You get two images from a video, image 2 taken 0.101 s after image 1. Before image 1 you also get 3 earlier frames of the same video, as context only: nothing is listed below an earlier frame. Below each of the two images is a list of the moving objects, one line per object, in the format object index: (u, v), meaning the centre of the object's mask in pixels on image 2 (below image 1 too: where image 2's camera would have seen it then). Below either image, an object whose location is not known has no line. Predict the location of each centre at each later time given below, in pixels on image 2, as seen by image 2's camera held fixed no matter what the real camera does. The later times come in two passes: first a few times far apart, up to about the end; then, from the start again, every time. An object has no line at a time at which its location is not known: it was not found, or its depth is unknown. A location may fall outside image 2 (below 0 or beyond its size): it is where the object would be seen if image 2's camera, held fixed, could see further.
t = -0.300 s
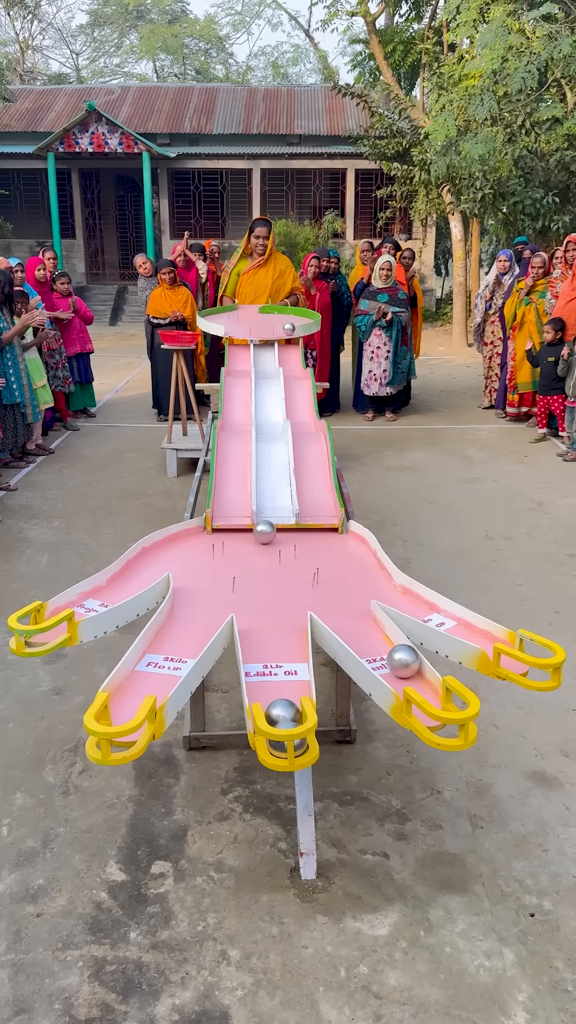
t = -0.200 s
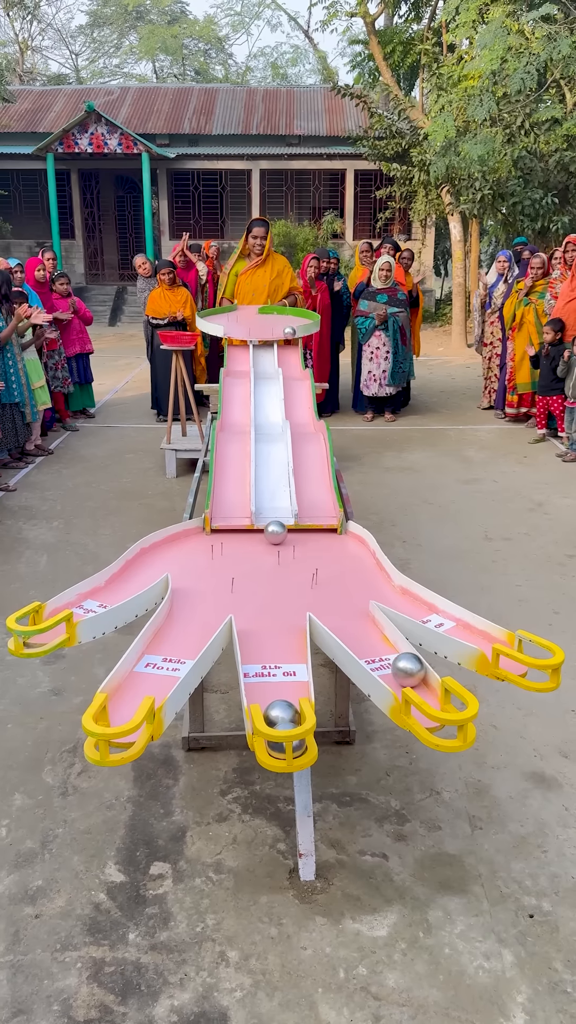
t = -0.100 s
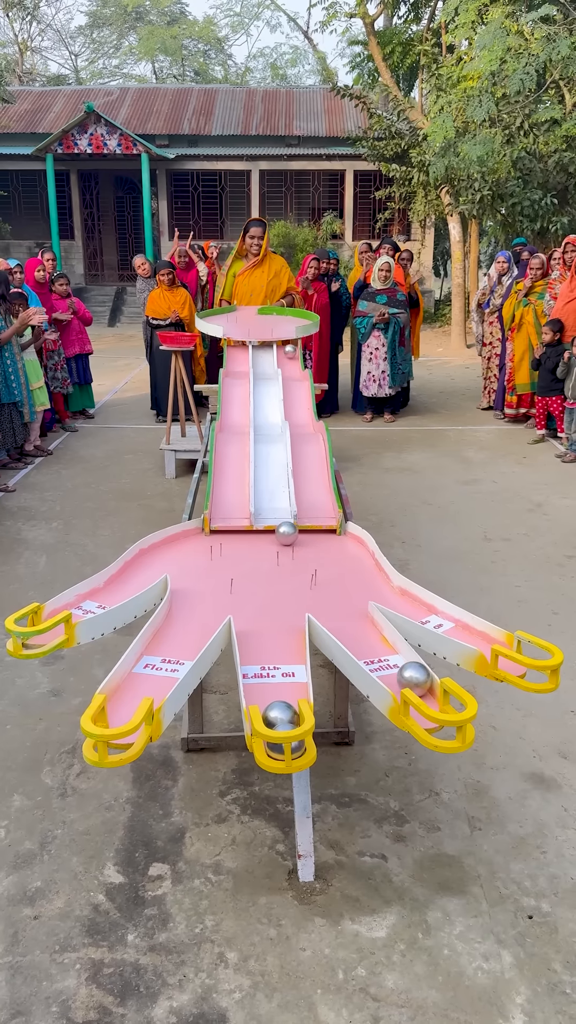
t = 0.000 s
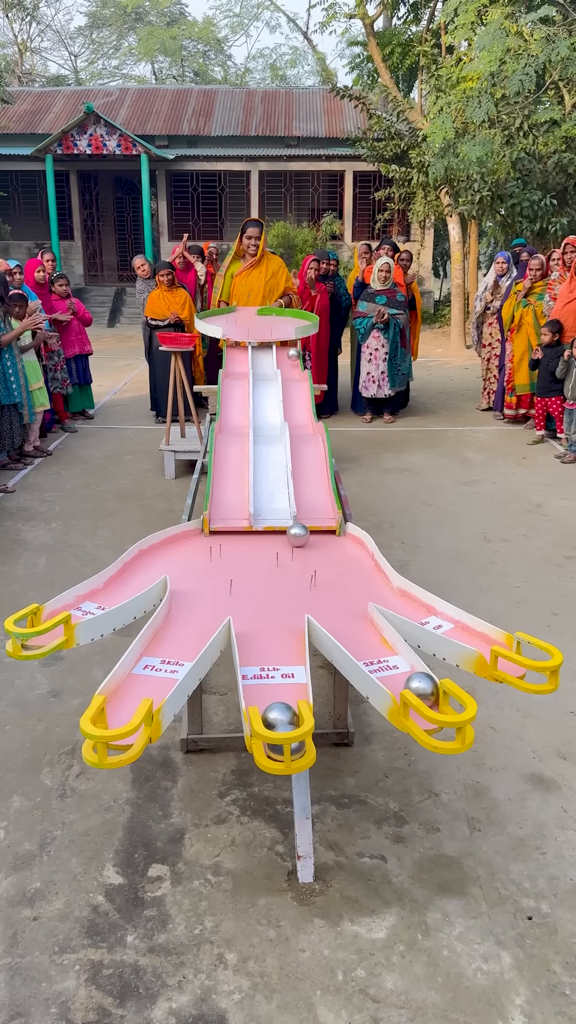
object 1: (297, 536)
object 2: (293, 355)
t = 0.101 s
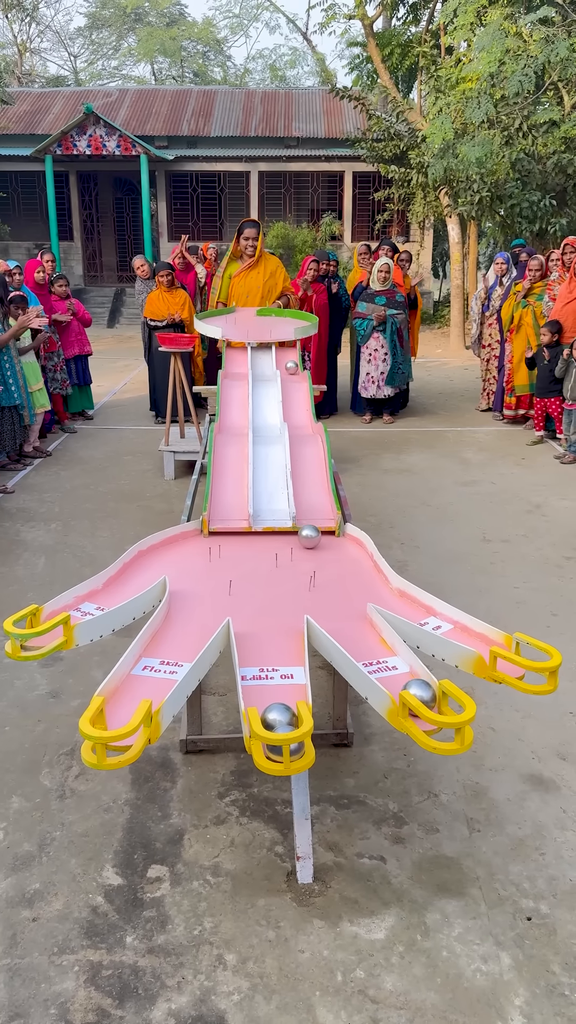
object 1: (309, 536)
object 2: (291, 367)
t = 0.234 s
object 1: (325, 538)
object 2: (291, 373)
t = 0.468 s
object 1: (355, 543)
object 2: (293, 373)
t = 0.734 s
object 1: (357, 555)
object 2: (298, 374)
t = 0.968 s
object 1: (358, 567)
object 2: (300, 382)
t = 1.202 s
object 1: (362, 582)
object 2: (302, 405)
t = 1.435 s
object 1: (366, 596)
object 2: (305, 425)
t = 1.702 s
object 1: (363, 594)
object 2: (311, 427)
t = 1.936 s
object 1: (364, 594)
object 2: (316, 452)
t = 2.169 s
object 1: (367, 595)
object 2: (322, 499)
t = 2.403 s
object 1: (372, 597)
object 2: (332, 551)
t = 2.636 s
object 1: (380, 598)
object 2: (351, 611)
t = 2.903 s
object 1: (390, 601)
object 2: (412, 686)
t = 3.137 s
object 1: (400, 606)
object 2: (415, 689)
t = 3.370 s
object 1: (415, 613)
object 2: (428, 695)
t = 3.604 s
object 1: (436, 622)
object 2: (427, 695)
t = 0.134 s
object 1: (313, 537)
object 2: (291, 369)
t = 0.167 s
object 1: (317, 537)
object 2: (291, 371)
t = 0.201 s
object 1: (321, 538)
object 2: (291, 372)
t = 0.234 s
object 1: (325, 538)
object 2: (291, 373)
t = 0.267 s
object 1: (329, 539)
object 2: (292, 374)
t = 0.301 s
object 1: (334, 539)
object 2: (292, 374)
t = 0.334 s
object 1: (338, 540)
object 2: (292, 374)
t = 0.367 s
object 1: (342, 540)
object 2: (292, 374)
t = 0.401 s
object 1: (346, 541)
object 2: (292, 374)
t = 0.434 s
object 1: (350, 542)
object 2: (293, 373)
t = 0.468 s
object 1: (355, 543)
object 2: (293, 373)
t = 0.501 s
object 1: (358, 544)
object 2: (294, 373)
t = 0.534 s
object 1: (357, 545)
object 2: (294, 372)
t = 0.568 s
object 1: (356, 547)
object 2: (295, 372)
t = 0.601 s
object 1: (356, 548)
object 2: (296, 372)
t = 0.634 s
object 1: (356, 550)
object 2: (297, 373)
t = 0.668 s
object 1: (357, 551)
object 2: (298, 373)
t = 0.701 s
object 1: (357, 553)
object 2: (298, 373)
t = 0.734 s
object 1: (357, 555)
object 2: (298, 374)
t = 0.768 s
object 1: (357, 556)
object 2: (298, 374)
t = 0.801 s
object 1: (357, 558)
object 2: (299, 375)
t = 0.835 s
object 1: (357, 560)
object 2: (299, 375)
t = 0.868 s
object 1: (358, 562)
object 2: (299, 377)
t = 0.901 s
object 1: (358, 564)
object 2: (299, 378)
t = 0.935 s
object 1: (358, 565)
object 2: (300, 380)
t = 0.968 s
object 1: (358, 567)
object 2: (300, 382)
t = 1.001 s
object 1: (358, 569)
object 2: (300, 384)
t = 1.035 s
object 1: (359, 571)
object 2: (300, 387)
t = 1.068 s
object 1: (359, 573)
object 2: (301, 390)
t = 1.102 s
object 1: (360, 576)
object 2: (301, 393)
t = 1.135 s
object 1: (361, 578)
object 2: (301, 397)
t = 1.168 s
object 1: (361, 580)
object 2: (302, 401)
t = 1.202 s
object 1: (362, 582)
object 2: (302, 405)
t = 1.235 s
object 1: (362, 584)
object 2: (302, 410)
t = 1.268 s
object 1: (363, 587)
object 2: (303, 414)
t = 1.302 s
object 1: (364, 589)
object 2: (303, 418)
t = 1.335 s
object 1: (364, 592)
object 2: (304, 421)
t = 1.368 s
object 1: (365, 594)
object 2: (304, 423)
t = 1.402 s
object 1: (366, 596)
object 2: (305, 424)
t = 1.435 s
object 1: (366, 596)
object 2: (305, 425)
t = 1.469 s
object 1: (365, 596)
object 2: (306, 425)
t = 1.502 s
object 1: (364, 595)
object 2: (306, 425)
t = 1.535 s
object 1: (363, 595)
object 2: (307, 425)
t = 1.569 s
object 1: (363, 594)
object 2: (308, 424)
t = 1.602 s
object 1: (363, 594)
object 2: (308, 424)
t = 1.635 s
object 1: (363, 594)
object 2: (309, 425)
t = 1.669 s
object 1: (363, 594)
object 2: (310, 425)
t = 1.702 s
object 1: (363, 594)
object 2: (311, 427)
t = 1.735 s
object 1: (363, 594)
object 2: (311, 429)
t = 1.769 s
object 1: (363, 594)
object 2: (313, 431)
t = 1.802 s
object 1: (363, 594)
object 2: (314, 433)
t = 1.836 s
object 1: (363, 593)
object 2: (314, 437)
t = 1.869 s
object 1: (363, 594)
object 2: (315, 441)
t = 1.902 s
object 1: (364, 594)
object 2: (315, 446)
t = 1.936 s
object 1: (364, 594)
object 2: (316, 452)
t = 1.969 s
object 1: (364, 594)
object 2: (317, 458)
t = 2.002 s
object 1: (364, 594)
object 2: (317, 465)
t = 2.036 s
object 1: (365, 594)
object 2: (318, 472)
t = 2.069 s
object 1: (365, 594)
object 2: (319, 479)
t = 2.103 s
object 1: (366, 595)
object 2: (320, 486)
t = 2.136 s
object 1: (366, 595)
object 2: (321, 493)
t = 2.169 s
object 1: (367, 595)
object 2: (322, 499)
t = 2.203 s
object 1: (367, 595)
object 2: (323, 505)
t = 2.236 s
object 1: (368, 596)
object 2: (324, 512)
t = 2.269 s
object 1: (369, 596)
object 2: (325, 519)
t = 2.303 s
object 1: (370, 597)
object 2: (326, 528)
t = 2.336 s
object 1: (370, 597)
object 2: (328, 541)
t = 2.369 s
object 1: (371, 596)
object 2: (330, 544)
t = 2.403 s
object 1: (372, 597)
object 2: (332, 551)
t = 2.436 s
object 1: (374, 597)
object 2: (334, 561)
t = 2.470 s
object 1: (375, 597)
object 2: (337, 568)
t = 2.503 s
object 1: (376, 597)
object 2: (339, 576)
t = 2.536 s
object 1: (376, 597)
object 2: (342, 584)
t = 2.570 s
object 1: (378, 597)
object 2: (345, 593)
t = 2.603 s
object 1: (379, 597)
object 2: (348, 602)
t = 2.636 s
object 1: (380, 598)
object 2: (351, 611)
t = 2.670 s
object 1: (382, 598)
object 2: (355, 620)
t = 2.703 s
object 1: (383, 598)
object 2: (359, 630)
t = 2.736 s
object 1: (384, 598)
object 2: (363, 641)
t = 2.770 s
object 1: (385, 599)
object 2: (368, 652)
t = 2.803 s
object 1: (387, 599)
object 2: (375, 662)
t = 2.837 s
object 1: (388, 600)
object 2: (386, 671)
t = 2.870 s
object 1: (389, 600)
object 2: (398, 679)
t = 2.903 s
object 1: (390, 601)
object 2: (412, 686)
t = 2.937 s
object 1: (392, 601)
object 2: (427, 695)
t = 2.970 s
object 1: (393, 602)
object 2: (423, 689)
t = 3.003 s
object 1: (394, 603)
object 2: (419, 687)
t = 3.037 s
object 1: (396, 603)
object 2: (414, 688)
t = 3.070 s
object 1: (397, 604)
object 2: (413, 687)
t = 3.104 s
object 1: (399, 605)
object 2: (412, 688)
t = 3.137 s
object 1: (400, 606)
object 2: (415, 689)
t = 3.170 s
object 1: (402, 607)
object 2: (419, 691)
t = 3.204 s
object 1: (404, 608)
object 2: (423, 693)
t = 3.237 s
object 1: (406, 609)
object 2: (426, 694)
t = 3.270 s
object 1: (408, 609)
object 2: (428, 695)
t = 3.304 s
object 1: (411, 611)
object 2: (427, 695)
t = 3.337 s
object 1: (413, 612)
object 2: (428, 695)
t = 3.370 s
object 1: (415, 613)
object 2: (428, 695)
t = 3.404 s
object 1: (418, 614)
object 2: (427, 695)
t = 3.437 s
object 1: (420, 616)
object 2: (427, 695)
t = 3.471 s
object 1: (423, 617)
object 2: (427, 695)
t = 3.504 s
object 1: (426, 618)
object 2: (427, 695)
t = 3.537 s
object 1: (429, 619)
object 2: (427, 694)
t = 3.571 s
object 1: (432, 621)
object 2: (427, 695)
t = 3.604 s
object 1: (436, 622)
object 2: (427, 695)
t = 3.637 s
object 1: (439, 624)
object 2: (428, 695)
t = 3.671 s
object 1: (443, 625)
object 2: (427, 695)
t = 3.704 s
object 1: (446, 627)
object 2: (428, 694)
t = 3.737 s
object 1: (450, 628)
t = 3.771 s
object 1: (454, 630)
